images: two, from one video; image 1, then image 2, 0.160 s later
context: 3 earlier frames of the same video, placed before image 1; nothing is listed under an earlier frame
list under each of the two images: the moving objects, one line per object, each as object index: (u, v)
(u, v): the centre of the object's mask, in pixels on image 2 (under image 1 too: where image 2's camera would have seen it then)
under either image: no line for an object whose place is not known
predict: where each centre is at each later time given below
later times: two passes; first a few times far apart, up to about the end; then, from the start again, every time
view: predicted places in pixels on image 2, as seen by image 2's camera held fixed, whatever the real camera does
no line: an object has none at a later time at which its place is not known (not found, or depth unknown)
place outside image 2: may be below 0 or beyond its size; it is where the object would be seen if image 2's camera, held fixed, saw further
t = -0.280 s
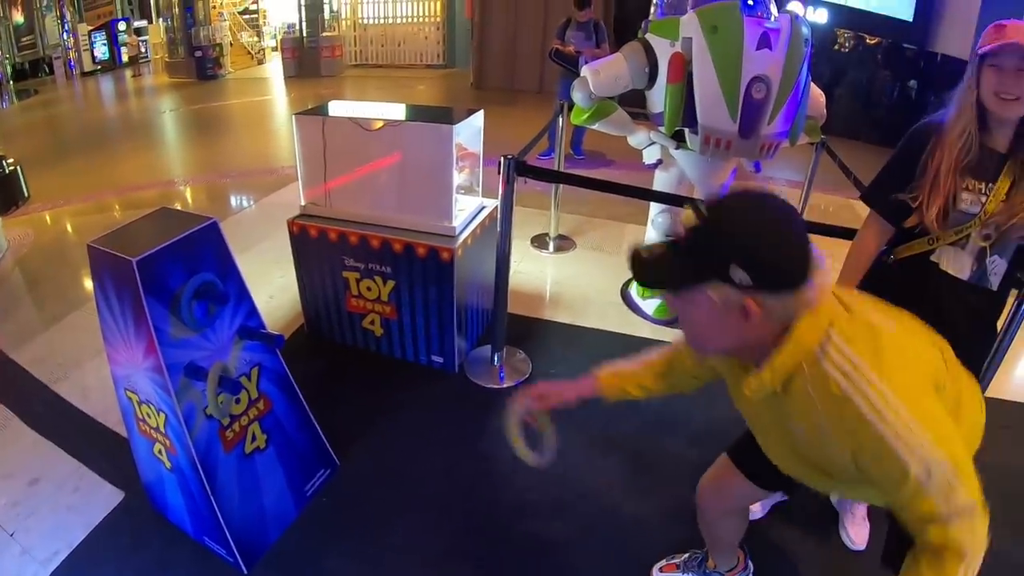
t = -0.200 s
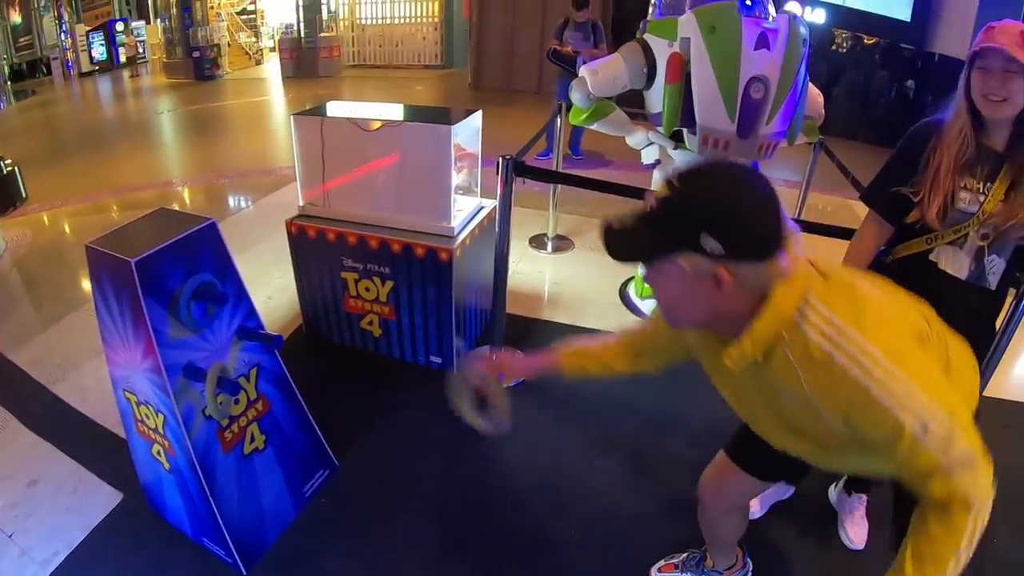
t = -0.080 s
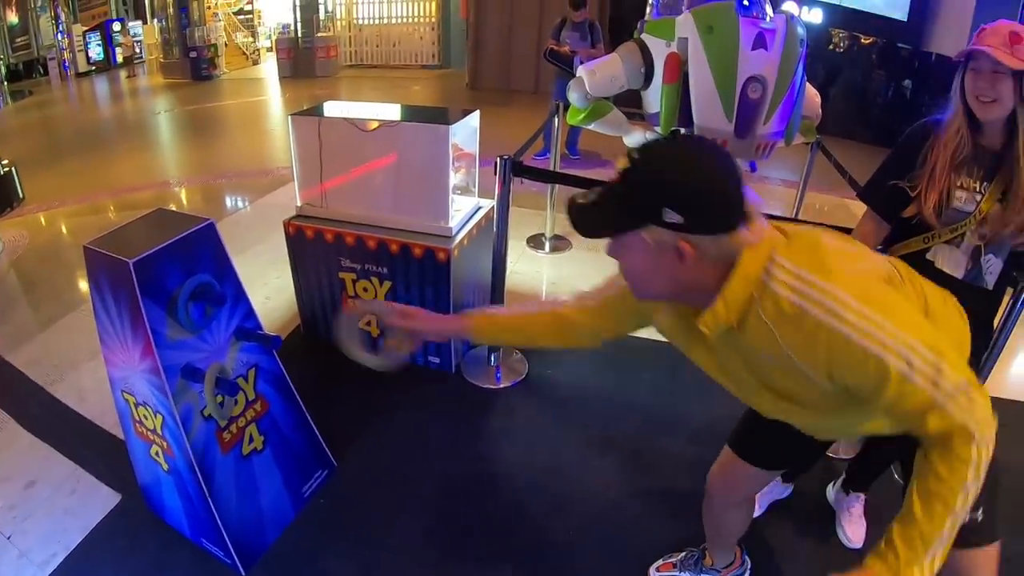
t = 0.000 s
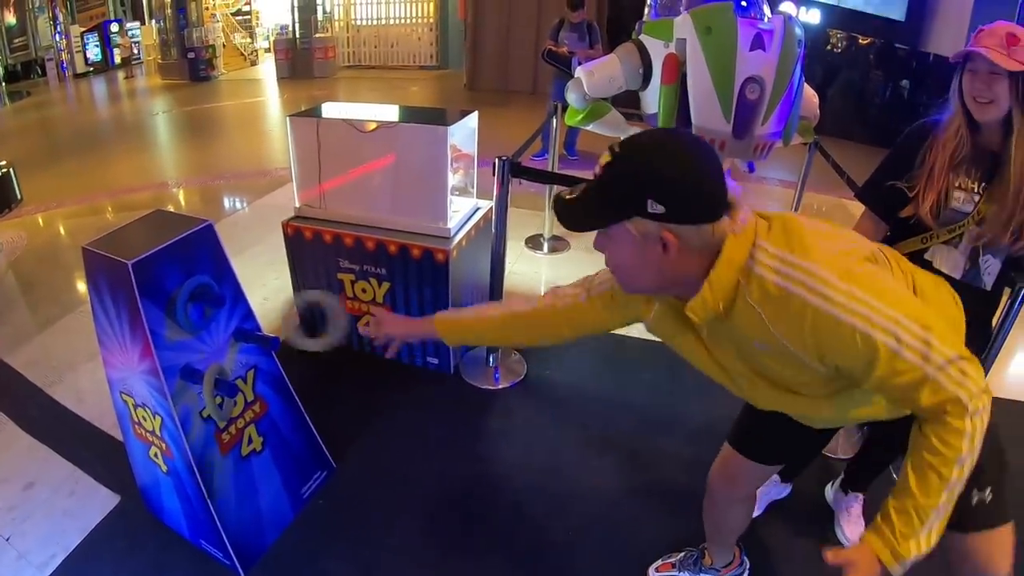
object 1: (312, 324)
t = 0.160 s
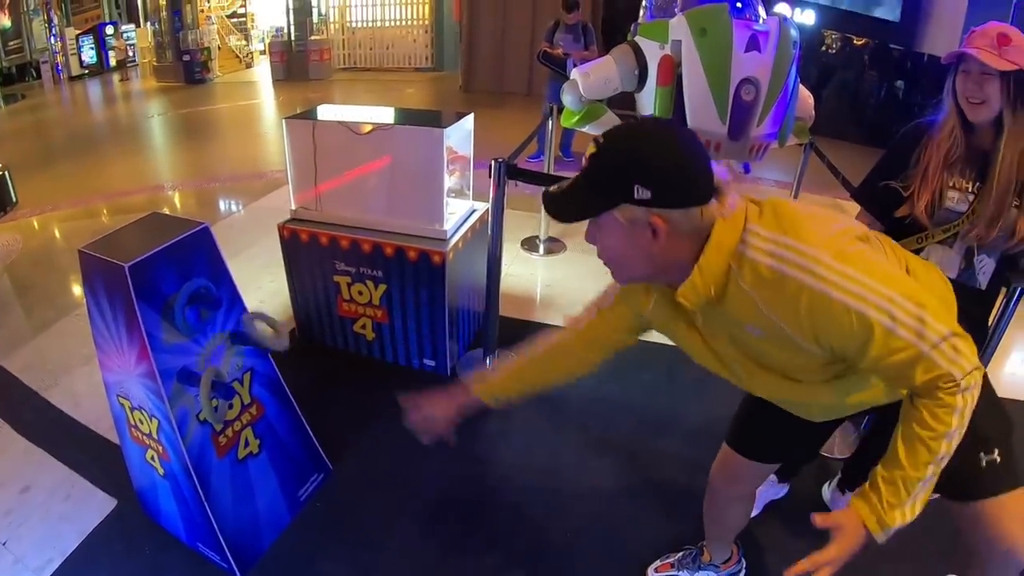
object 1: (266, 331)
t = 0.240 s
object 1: (288, 336)
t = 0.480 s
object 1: (363, 453)
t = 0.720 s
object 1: (363, 494)
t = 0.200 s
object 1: (276, 333)
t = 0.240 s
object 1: (288, 336)
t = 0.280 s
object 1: (299, 348)
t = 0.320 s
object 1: (310, 363)
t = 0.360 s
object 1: (321, 381)
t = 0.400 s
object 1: (335, 405)
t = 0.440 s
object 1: (349, 428)
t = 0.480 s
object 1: (363, 453)
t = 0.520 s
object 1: (375, 479)
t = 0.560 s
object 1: (380, 499)
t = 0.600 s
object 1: (374, 495)
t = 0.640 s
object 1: (369, 492)
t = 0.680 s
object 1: (366, 491)
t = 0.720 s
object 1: (363, 494)
